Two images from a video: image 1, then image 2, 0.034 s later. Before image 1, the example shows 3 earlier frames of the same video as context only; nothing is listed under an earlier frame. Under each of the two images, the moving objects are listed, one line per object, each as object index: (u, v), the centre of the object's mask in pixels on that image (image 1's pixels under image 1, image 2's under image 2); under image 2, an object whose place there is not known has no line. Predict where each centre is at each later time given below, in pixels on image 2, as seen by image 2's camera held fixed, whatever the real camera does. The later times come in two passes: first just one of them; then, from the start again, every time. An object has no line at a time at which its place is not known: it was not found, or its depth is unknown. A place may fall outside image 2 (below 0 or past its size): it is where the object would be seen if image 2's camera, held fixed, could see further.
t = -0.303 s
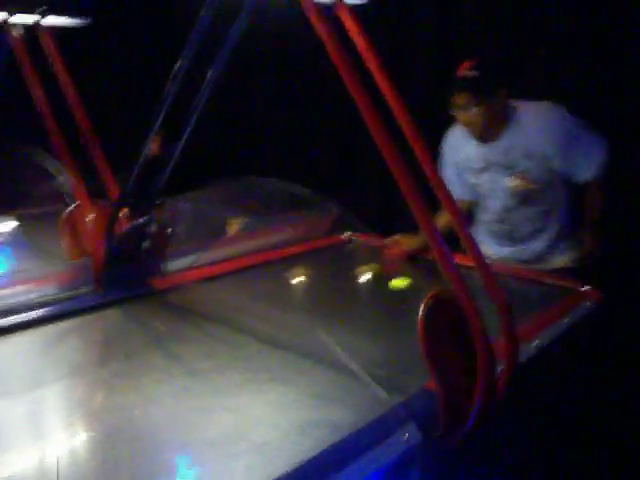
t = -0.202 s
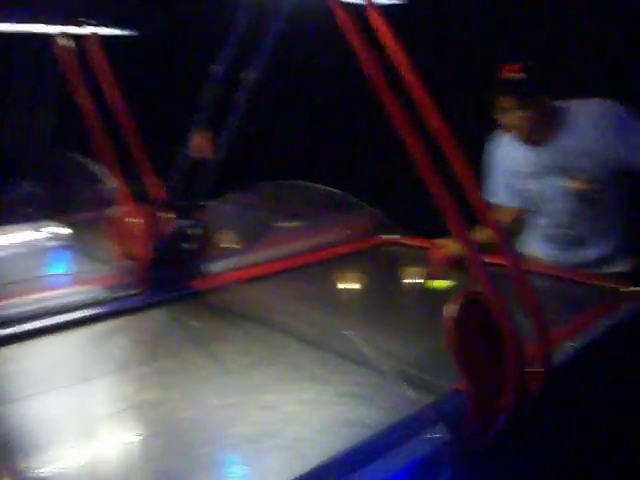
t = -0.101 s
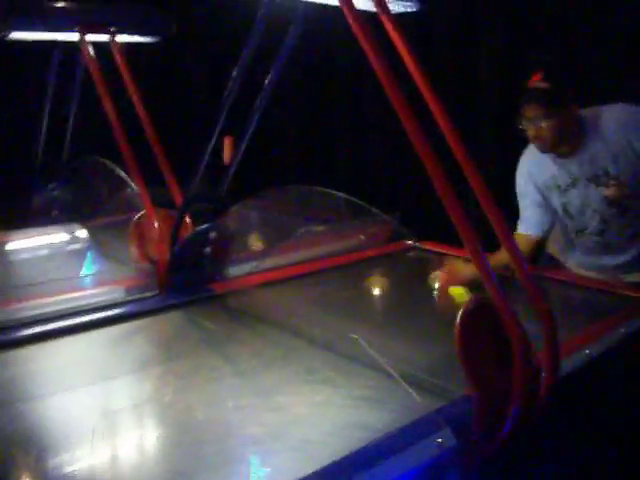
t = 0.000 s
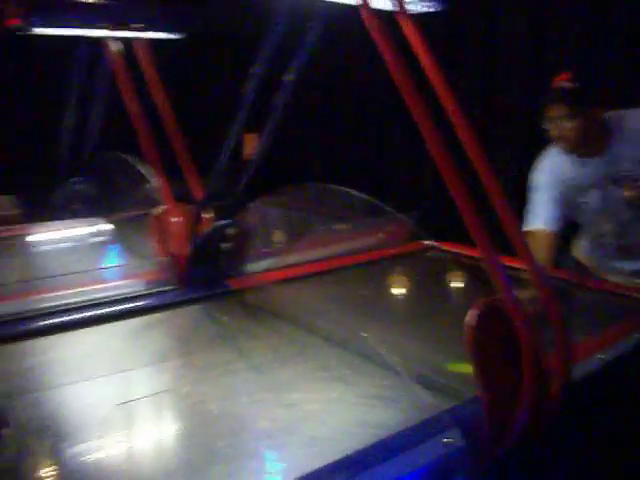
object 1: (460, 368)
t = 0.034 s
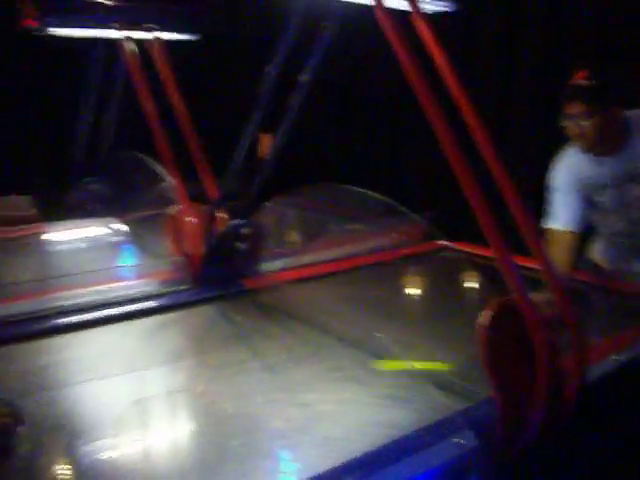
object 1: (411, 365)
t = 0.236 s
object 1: (3, 355)
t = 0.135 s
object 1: (184, 349)
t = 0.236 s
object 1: (3, 355)
